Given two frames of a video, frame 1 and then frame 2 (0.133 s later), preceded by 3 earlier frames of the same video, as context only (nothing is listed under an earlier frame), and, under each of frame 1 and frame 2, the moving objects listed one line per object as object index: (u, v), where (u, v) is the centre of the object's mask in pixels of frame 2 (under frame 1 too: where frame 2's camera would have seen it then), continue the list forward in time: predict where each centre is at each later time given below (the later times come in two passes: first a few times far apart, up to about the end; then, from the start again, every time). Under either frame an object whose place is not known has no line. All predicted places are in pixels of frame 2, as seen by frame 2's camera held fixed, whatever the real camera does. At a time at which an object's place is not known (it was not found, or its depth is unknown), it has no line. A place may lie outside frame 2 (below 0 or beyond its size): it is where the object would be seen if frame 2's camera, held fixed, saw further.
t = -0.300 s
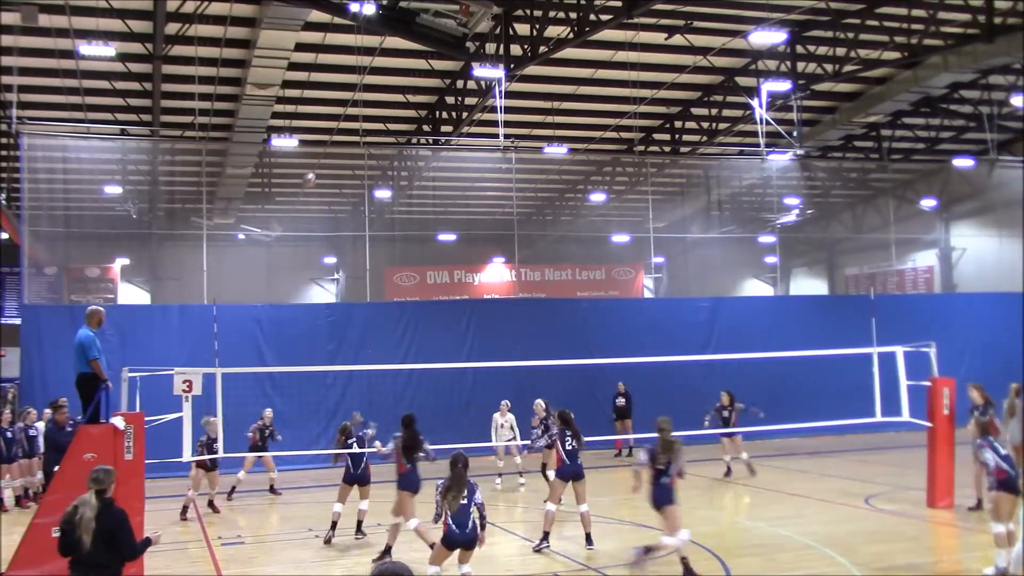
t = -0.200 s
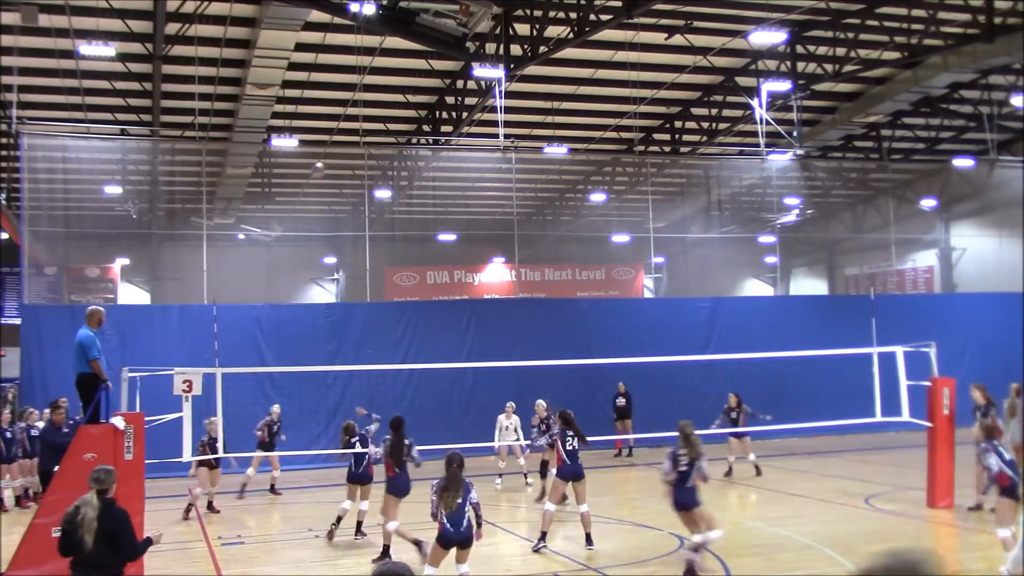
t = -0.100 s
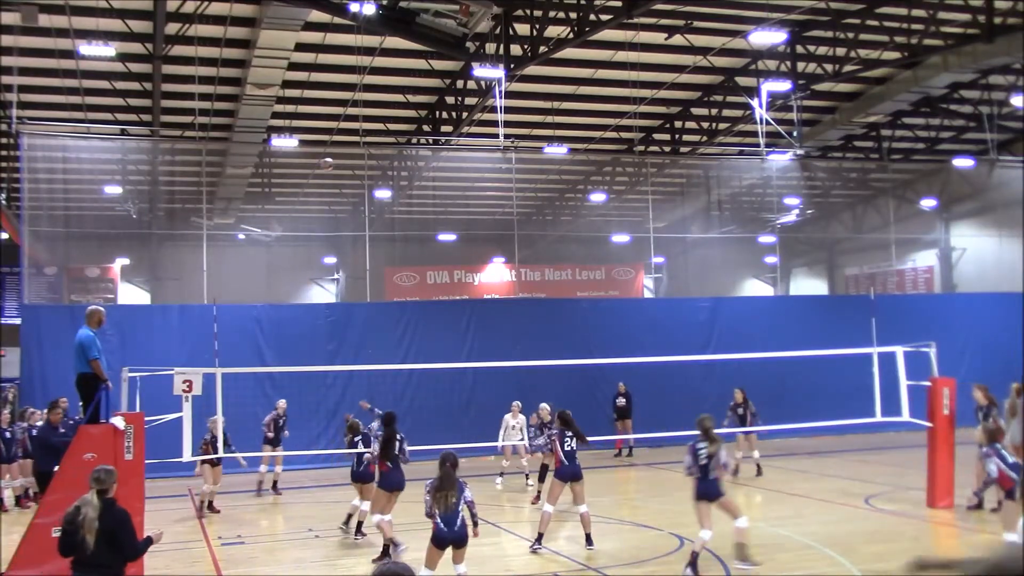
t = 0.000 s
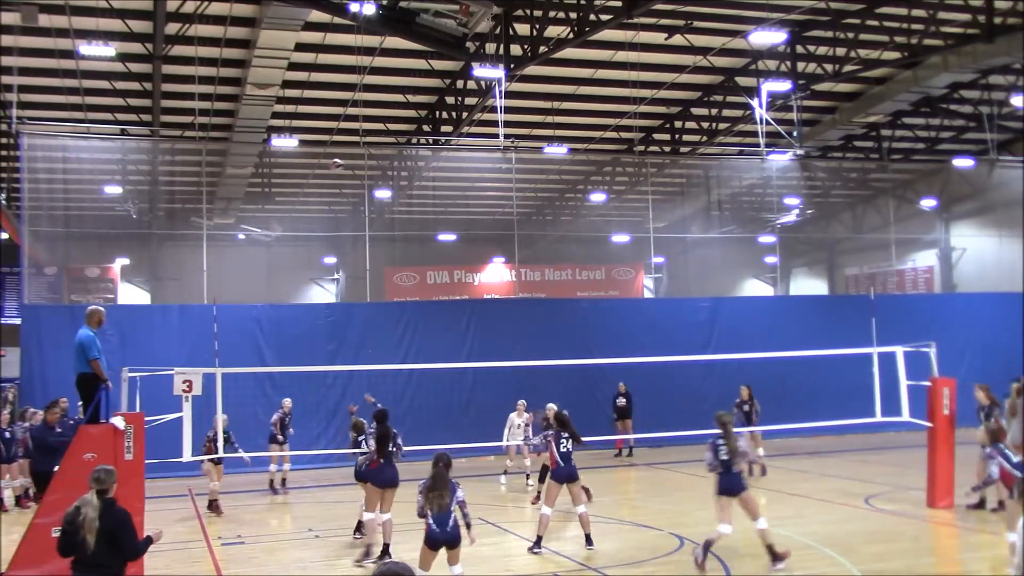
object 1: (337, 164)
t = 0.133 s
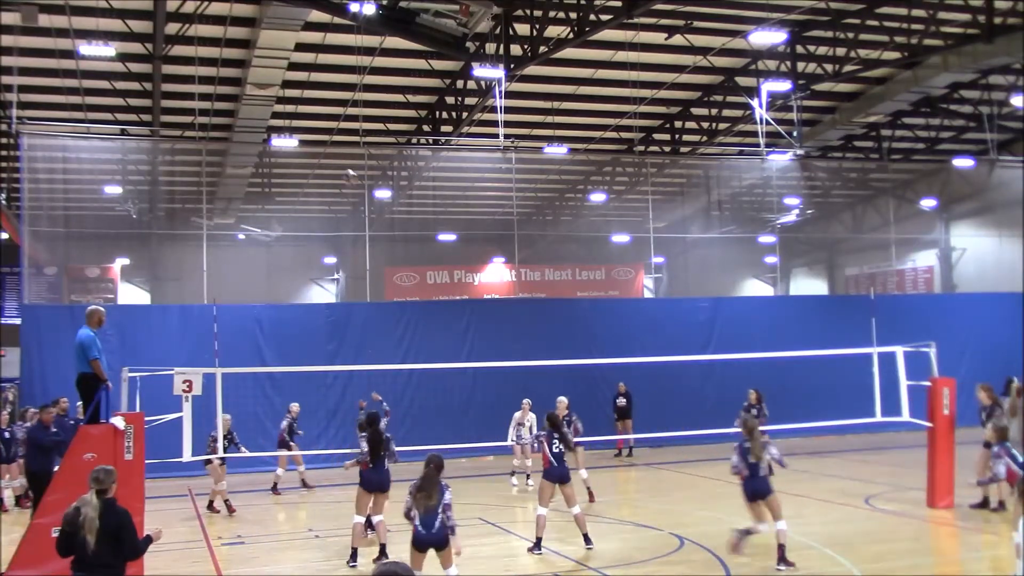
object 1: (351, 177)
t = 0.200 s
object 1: (359, 183)
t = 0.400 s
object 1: (380, 236)
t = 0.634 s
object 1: (407, 328)
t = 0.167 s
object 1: (354, 181)
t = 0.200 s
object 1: (359, 183)
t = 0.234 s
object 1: (362, 190)
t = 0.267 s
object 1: (364, 199)
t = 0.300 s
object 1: (368, 206)
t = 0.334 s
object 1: (371, 215)
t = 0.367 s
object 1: (375, 226)
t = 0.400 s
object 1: (380, 236)
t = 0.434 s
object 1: (383, 246)
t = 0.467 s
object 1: (388, 259)
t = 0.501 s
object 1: (391, 270)
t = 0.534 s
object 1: (396, 283)
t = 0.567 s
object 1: (399, 299)
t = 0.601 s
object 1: (403, 312)
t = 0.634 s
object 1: (407, 328)
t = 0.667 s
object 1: (411, 344)
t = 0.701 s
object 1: (416, 360)
